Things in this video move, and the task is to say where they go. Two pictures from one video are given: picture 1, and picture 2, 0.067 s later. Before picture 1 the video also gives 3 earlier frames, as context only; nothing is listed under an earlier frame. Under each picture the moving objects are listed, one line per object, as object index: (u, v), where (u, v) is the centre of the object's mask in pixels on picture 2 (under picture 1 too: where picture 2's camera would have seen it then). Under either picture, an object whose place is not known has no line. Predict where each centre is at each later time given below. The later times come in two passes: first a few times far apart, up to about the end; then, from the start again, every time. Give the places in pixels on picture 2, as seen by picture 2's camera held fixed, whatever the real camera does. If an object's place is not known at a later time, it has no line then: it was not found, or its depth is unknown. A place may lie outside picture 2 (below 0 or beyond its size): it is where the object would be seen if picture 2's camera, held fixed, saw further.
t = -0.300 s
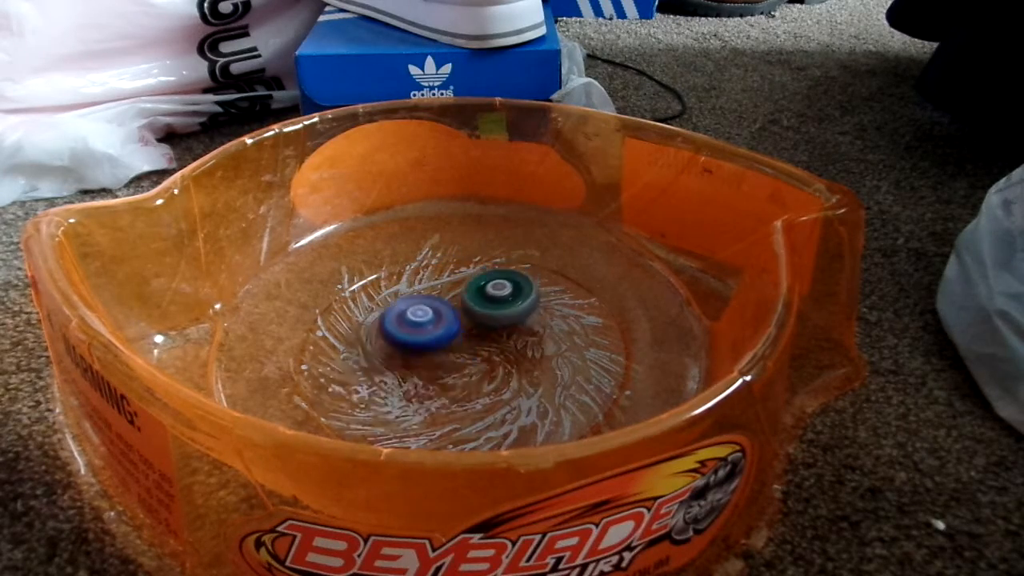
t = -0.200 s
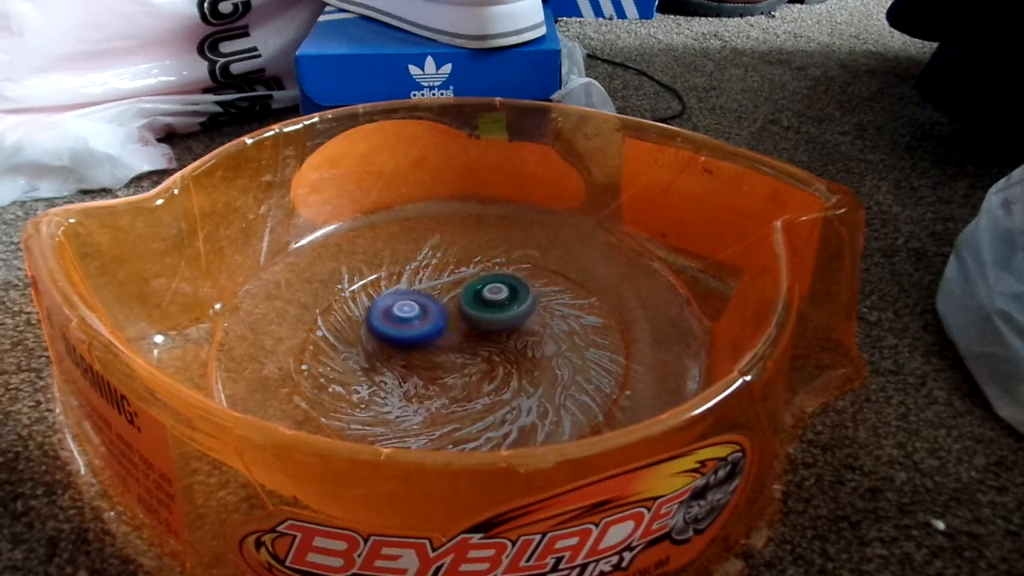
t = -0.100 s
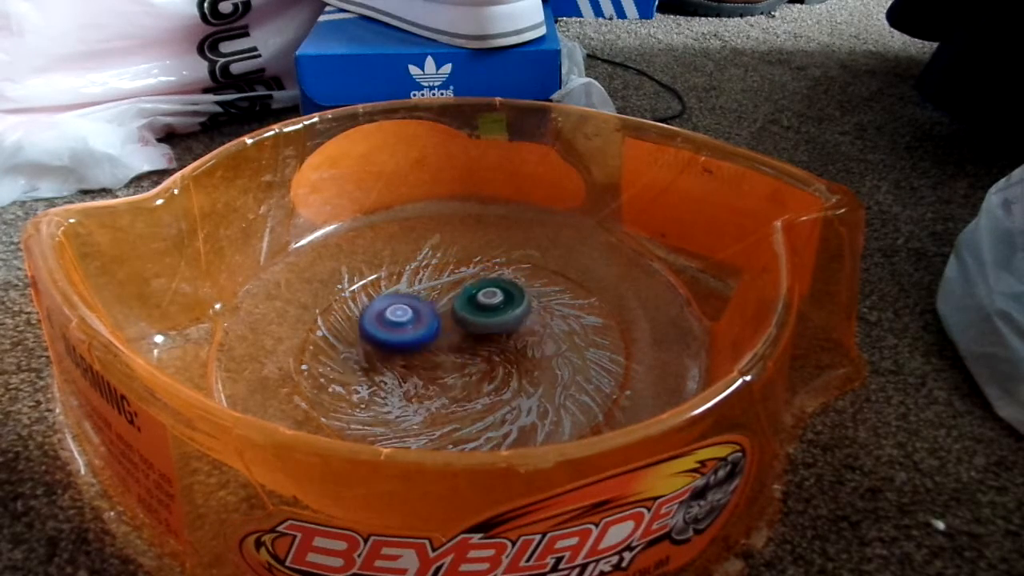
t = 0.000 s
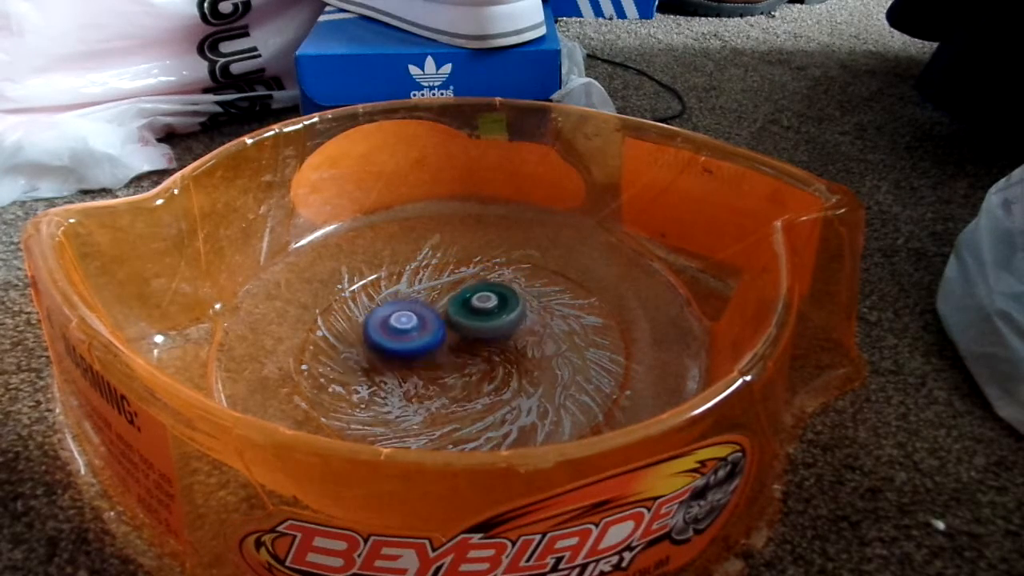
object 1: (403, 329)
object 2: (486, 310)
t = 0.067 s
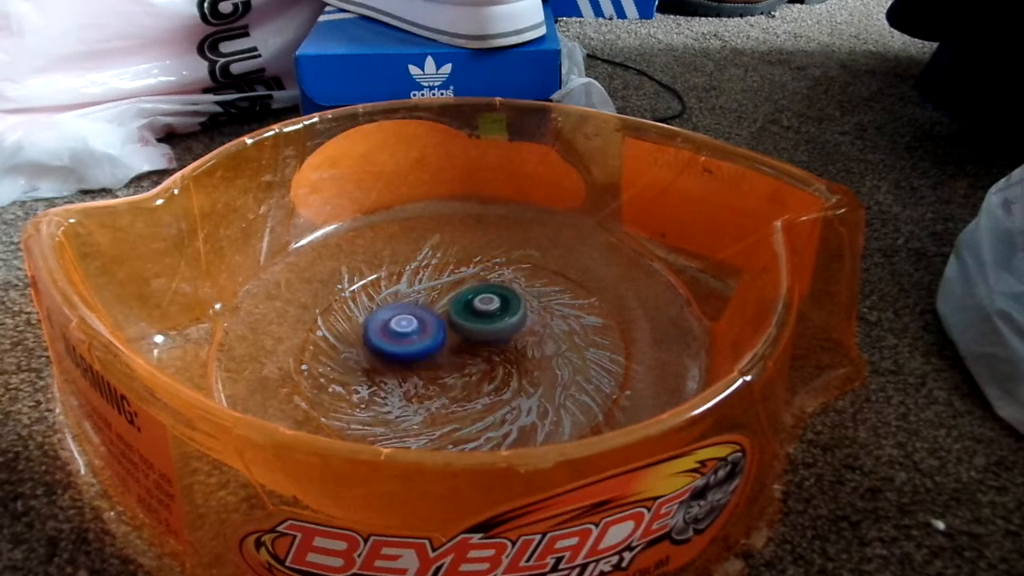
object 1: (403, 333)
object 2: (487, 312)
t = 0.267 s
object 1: (383, 353)
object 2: (514, 312)
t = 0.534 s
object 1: (432, 357)
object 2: (517, 316)
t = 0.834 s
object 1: (396, 365)
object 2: (546, 306)
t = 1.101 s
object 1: (422, 366)
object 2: (539, 309)
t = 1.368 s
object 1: (431, 331)
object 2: (530, 311)
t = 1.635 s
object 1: (384, 337)
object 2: (518, 311)
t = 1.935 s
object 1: (397, 355)
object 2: (534, 295)
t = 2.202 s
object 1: (376, 404)
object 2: (566, 272)
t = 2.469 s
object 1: (458, 351)
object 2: (557, 279)
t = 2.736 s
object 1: (414, 296)
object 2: (523, 297)
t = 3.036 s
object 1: (404, 331)
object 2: (477, 301)
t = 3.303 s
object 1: (446, 344)
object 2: (479, 285)
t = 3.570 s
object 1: (487, 335)
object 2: (495, 276)
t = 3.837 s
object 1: (510, 343)
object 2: (511, 280)
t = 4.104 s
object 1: (497, 355)
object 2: (511, 290)
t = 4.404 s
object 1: (479, 369)
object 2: (485, 300)
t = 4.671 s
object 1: (441, 359)
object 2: (458, 301)
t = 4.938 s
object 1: (408, 362)
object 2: (442, 297)
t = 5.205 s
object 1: (424, 357)
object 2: (442, 295)
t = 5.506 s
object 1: (444, 353)
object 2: (455, 294)
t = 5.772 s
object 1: (459, 358)
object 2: (466, 298)
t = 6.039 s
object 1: (479, 371)
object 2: (471, 300)
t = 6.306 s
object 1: (490, 359)
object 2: (472, 301)
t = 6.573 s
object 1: (479, 359)
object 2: (470, 299)
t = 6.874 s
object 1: (442, 372)
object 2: (475, 298)
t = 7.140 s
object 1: (443, 371)
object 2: (478, 304)
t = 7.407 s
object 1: (416, 358)
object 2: (479, 308)
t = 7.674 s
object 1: (414, 358)
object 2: (473, 312)
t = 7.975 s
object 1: (419, 358)
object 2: (478, 310)
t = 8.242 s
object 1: (415, 358)
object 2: (496, 308)
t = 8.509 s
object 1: (422, 360)
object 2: (502, 314)
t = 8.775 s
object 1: (414, 352)
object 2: (513, 315)
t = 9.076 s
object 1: (397, 357)
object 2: (517, 316)
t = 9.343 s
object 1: (422, 338)
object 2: (507, 317)
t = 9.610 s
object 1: (395, 321)
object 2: (537, 317)
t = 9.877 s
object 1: (414, 318)
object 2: (529, 319)
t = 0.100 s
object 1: (405, 334)
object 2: (487, 313)
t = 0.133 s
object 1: (398, 336)
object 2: (497, 313)
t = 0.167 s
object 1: (390, 340)
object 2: (506, 312)
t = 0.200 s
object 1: (385, 344)
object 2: (511, 312)
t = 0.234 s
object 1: (382, 349)
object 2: (513, 312)
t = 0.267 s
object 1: (383, 353)
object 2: (514, 312)
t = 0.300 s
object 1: (384, 356)
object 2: (515, 312)
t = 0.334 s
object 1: (389, 360)
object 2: (516, 313)
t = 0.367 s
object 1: (396, 362)
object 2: (516, 313)
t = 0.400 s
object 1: (403, 364)
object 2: (516, 313)
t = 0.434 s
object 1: (410, 364)
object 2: (517, 313)
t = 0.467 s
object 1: (417, 363)
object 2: (517, 314)
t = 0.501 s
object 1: (424, 361)
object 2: (517, 315)
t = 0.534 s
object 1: (432, 357)
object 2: (517, 316)
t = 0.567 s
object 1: (439, 354)
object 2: (516, 317)
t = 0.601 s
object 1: (443, 351)
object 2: (516, 317)
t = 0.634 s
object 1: (432, 353)
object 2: (529, 314)
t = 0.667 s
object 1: (421, 354)
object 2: (539, 311)
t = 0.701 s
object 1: (413, 356)
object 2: (543, 309)
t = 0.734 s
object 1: (406, 358)
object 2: (544, 309)
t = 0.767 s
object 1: (401, 361)
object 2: (545, 308)
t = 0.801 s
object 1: (398, 363)
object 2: (546, 307)
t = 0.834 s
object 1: (396, 365)
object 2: (546, 306)
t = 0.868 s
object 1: (396, 366)
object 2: (547, 306)
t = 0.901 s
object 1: (397, 368)
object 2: (547, 306)
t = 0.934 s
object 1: (399, 369)
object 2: (547, 306)
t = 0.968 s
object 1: (402, 370)
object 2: (546, 306)
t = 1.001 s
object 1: (406, 370)
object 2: (545, 306)
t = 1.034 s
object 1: (411, 371)
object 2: (544, 306)
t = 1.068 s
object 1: (417, 369)
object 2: (542, 307)
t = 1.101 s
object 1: (422, 366)
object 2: (539, 309)
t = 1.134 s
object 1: (428, 364)
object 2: (537, 309)
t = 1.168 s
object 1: (432, 359)
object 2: (535, 310)
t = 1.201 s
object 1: (436, 354)
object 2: (532, 310)
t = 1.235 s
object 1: (440, 349)
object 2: (529, 311)
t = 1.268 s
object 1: (442, 344)
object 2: (525, 312)
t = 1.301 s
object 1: (444, 338)
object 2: (523, 313)
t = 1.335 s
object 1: (438, 334)
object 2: (525, 312)
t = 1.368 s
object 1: (431, 331)
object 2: (530, 311)
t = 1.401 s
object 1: (422, 327)
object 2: (530, 311)
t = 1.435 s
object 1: (414, 325)
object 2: (529, 310)
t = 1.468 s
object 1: (406, 324)
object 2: (527, 310)
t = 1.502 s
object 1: (399, 325)
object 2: (525, 311)
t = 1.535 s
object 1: (392, 326)
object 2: (524, 311)
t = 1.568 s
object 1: (387, 329)
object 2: (522, 310)
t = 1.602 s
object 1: (385, 332)
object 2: (520, 311)
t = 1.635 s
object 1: (384, 337)
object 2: (518, 311)
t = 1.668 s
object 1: (386, 340)
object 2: (516, 311)
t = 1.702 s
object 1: (390, 344)
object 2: (514, 311)
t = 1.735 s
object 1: (395, 346)
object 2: (512, 310)
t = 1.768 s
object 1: (403, 347)
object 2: (509, 310)
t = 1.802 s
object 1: (410, 348)
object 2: (506, 310)
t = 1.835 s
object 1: (419, 347)
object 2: (504, 311)
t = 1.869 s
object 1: (427, 346)
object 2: (501, 311)
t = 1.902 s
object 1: (423, 348)
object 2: (507, 306)
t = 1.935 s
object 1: (397, 355)
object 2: (534, 295)
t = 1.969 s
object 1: (380, 361)
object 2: (551, 289)
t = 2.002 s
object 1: (368, 367)
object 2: (560, 284)
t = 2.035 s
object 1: (361, 375)
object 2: (563, 281)
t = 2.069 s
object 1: (357, 381)
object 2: (564, 278)
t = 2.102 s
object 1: (358, 388)
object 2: (565, 276)
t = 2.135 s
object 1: (361, 394)
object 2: (566, 274)
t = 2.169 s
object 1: (368, 400)
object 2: (566, 273)
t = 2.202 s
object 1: (376, 404)
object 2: (566, 272)
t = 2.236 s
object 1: (388, 406)
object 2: (566, 272)
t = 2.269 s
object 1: (403, 404)
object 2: (567, 272)
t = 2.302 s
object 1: (416, 399)
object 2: (566, 272)
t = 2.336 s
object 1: (430, 391)
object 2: (565, 273)
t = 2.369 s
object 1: (442, 382)
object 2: (564, 274)
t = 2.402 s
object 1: (451, 373)
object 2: (562, 276)
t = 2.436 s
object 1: (457, 362)
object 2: (559, 278)
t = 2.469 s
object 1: (458, 351)
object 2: (557, 279)
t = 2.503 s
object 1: (458, 341)
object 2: (554, 280)
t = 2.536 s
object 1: (456, 331)
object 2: (550, 283)
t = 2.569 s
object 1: (453, 322)
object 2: (546, 285)
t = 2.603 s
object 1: (447, 314)
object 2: (543, 288)
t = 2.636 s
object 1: (441, 308)
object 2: (538, 290)
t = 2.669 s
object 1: (433, 302)
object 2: (533, 292)
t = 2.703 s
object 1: (424, 297)
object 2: (528, 294)
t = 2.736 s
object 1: (414, 296)
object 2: (523, 297)
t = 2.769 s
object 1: (405, 295)
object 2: (518, 298)
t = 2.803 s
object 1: (397, 295)
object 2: (512, 300)
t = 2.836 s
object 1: (391, 298)
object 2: (506, 301)
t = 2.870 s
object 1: (386, 303)
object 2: (500, 303)
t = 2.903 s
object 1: (385, 309)
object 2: (495, 303)
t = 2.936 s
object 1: (387, 315)
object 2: (489, 303)
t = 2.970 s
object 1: (392, 321)
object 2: (484, 304)
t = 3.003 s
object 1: (400, 326)
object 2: (478, 303)
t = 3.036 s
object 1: (404, 331)
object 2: (477, 301)
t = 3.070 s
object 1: (408, 334)
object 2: (478, 299)
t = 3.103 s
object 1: (416, 336)
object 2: (477, 298)
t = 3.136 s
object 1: (422, 340)
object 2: (477, 295)
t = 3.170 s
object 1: (426, 341)
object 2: (478, 293)
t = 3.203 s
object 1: (432, 343)
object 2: (477, 291)
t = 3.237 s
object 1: (436, 343)
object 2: (478, 289)
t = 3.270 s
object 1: (441, 344)
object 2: (479, 287)
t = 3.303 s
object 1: (446, 344)
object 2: (479, 285)
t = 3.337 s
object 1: (451, 344)
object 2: (480, 283)
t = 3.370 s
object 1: (457, 344)
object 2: (482, 281)
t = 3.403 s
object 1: (462, 343)
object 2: (483, 280)
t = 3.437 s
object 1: (469, 342)
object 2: (485, 280)
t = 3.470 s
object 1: (474, 340)
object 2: (487, 279)
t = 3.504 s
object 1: (479, 338)
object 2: (489, 278)
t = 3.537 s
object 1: (484, 335)
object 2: (492, 278)
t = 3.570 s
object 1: (487, 335)
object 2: (495, 276)
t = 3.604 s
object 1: (489, 340)
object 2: (499, 274)
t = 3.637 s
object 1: (493, 343)
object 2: (502, 273)
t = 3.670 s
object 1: (497, 344)
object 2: (504, 274)
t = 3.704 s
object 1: (501, 345)
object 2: (505, 275)
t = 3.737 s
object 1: (504, 344)
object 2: (508, 275)
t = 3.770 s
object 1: (506, 345)
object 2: (510, 276)
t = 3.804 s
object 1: (509, 344)
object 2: (510, 279)
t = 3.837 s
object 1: (510, 343)
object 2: (511, 280)
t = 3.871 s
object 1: (510, 342)
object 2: (512, 281)
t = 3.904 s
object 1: (510, 341)
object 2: (512, 283)
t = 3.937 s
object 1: (510, 341)
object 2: (513, 285)
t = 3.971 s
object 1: (508, 342)
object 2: (513, 285)
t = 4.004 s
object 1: (505, 346)
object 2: (515, 287)
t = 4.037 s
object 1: (503, 348)
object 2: (515, 288)
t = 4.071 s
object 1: (499, 351)
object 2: (513, 289)
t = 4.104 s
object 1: (497, 355)
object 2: (511, 290)
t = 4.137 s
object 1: (494, 358)
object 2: (510, 292)
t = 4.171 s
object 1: (492, 361)
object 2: (508, 292)
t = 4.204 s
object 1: (489, 364)
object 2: (505, 293)
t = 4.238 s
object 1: (487, 366)
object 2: (503, 295)
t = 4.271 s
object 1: (485, 368)
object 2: (499, 296)
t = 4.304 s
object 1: (483, 370)
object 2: (495, 297)
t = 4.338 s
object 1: (482, 370)
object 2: (493, 298)
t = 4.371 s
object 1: (481, 369)
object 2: (489, 299)
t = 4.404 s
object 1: (479, 369)
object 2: (485, 300)
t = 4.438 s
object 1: (477, 368)
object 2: (482, 301)
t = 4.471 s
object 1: (474, 367)
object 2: (478, 301)
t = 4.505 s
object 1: (470, 366)
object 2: (474, 302)
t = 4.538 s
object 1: (466, 364)
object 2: (471, 302)
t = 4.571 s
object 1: (460, 363)
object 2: (468, 302)
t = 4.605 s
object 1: (454, 361)
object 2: (464, 301)
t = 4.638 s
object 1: (447, 360)
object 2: (461, 301)
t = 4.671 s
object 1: (441, 359)
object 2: (458, 301)
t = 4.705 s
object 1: (434, 358)
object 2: (455, 300)
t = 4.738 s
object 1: (428, 359)
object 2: (452, 300)
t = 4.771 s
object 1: (423, 359)
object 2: (449, 299)
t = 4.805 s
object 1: (417, 360)
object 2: (448, 299)
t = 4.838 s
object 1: (413, 360)
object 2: (446, 298)
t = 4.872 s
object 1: (411, 361)
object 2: (445, 297)
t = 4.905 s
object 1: (409, 361)
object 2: (443, 297)
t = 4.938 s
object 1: (408, 362)
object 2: (442, 297)
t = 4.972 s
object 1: (408, 362)
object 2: (441, 296)
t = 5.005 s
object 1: (409, 362)
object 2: (441, 296)
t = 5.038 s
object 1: (410, 363)
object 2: (441, 296)
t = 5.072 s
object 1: (411, 362)
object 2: (440, 295)
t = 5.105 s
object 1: (414, 362)
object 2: (440, 295)
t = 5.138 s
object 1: (417, 361)
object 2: (441, 295)
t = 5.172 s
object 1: (420, 359)
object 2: (441, 295)
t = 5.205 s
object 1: (424, 357)
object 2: (442, 295)
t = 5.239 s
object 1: (427, 354)
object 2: (442, 295)
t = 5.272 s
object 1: (430, 353)
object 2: (443, 294)
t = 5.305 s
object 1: (431, 353)
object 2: (447, 293)
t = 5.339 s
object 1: (433, 354)
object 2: (449, 293)
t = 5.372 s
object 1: (435, 354)
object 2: (451, 293)
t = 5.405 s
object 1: (437, 354)
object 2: (452, 293)
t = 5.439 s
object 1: (440, 354)
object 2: (452, 293)
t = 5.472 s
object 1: (443, 354)
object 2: (454, 294)
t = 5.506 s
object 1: (444, 353)
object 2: (455, 294)
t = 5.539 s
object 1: (447, 353)
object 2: (457, 294)
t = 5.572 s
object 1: (448, 354)
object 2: (459, 295)
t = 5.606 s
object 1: (450, 354)
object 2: (461, 296)
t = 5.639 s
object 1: (453, 355)
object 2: (461, 297)
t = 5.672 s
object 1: (455, 355)
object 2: (462, 297)
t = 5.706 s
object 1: (456, 356)
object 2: (463, 297)
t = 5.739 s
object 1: (457, 356)
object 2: (465, 297)
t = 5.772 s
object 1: (459, 358)
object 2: (466, 298)
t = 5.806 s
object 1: (461, 358)
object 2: (466, 299)
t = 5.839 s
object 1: (462, 358)
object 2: (466, 299)
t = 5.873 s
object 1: (464, 360)
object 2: (468, 298)
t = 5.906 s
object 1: (464, 364)
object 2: (470, 298)
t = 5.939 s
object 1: (466, 366)
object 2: (471, 299)
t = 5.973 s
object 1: (469, 368)
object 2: (471, 299)
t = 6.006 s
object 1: (474, 370)
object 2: (471, 299)
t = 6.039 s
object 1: (479, 371)
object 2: (471, 300)
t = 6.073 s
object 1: (484, 370)
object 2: (471, 300)
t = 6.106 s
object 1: (486, 370)
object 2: (471, 300)
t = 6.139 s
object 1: (489, 368)
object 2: (471, 302)
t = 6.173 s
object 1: (490, 365)
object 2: (471, 302)
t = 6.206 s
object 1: (491, 363)
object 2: (471, 302)
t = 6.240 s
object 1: (491, 360)
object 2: (471, 302)
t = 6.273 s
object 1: (491, 359)
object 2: (471, 302)
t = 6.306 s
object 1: (490, 359)
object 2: (472, 301)
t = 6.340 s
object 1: (490, 360)
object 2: (472, 300)
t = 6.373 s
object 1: (489, 360)
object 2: (471, 300)
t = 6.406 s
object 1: (488, 360)
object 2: (471, 300)
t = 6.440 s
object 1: (487, 361)
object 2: (471, 299)
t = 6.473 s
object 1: (485, 361)
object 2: (470, 300)
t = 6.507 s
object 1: (484, 361)
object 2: (470, 299)
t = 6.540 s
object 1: (482, 360)
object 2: (470, 299)
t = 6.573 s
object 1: (479, 359)
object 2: (470, 299)
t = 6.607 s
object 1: (477, 358)
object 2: (470, 299)
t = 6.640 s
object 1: (473, 357)
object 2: (470, 299)
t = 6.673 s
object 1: (469, 356)
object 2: (470, 298)
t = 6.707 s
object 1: (465, 356)
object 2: (470, 299)
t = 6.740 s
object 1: (457, 359)
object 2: (472, 298)
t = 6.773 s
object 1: (452, 363)
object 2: (474, 298)
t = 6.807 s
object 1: (449, 366)
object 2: (475, 298)
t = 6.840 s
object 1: (445, 369)
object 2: (475, 298)
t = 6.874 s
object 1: (442, 372)
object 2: (475, 298)
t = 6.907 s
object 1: (441, 374)
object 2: (475, 298)
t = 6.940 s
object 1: (441, 375)
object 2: (476, 299)
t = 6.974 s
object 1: (441, 376)
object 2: (476, 299)
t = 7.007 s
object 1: (441, 376)
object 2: (477, 300)
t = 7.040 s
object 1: (442, 375)
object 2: (477, 300)
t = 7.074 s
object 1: (442, 375)
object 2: (478, 301)
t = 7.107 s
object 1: (443, 373)
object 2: (478, 302)
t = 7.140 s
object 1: (443, 371)
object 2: (478, 304)
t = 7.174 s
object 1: (442, 368)
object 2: (479, 305)
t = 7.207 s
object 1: (441, 364)
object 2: (478, 306)
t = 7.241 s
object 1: (440, 361)
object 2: (478, 307)
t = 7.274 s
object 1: (436, 359)
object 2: (478, 307)
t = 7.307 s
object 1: (430, 358)
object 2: (480, 307)
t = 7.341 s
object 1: (426, 358)
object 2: (481, 307)
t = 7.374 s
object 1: (422, 358)
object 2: (480, 308)
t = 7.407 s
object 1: (416, 358)
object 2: (479, 308)
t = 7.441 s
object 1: (413, 359)
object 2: (479, 309)
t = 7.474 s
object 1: (410, 359)
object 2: (478, 309)
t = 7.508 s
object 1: (409, 360)
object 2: (478, 309)
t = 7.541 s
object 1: (409, 360)
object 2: (478, 309)
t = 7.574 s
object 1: (409, 360)
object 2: (477, 310)
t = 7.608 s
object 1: (410, 360)
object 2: (476, 311)
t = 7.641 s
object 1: (412, 359)
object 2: (474, 311)
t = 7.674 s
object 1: (414, 358)
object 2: (473, 312)
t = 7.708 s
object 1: (416, 357)
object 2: (473, 312)
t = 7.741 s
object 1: (418, 357)
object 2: (474, 312)
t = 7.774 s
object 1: (417, 357)
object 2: (475, 312)
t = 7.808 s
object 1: (415, 357)
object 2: (476, 311)
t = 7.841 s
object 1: (415, 358)
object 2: (476, 311)
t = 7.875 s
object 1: (415, 358)
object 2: (476, 311)
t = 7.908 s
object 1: (416, 358)
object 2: (477, 310)
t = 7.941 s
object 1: (417, 358)
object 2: (477, 310)
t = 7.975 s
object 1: (419, 358)
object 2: (478, 310)
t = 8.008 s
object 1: (420, 356)
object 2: (479, 310)
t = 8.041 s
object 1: (424, 356)
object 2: (480, 310)
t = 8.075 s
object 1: (426, 355)
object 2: (481, 310)
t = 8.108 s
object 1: (426, 354)
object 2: (483, 310)
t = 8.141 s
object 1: (424, 354)
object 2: (487, 310)
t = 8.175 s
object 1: (420, 356)
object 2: (492, 309)
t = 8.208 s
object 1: (417, 357)
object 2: (495, 308)
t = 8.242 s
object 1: (415, 358)
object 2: (496, 308)
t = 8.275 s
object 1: (414, 359)
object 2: (497, 308)
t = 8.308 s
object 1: (413, 361)
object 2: (498, 308)
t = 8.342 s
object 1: (413, 361)
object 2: (500, 309)
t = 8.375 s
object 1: (414, 361)
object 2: (500, 309)
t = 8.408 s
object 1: (415, 361)
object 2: (501, 311)
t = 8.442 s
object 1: (417, 361)
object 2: (501, 311)
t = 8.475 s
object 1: (420, 361)
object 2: (502, 312)
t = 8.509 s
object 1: (422, 360)
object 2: (502, 314)
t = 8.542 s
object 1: (425, 358)
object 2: (501, 315)
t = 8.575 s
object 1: (429, 356)
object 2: (500, 316)
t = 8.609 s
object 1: (431, 354)
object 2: (500, 317)
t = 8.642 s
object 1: (431, 353)
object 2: (503, 316)
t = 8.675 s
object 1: (429, 351)
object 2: (503, 317)
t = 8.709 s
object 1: (429, 351)
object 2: (503, 318)
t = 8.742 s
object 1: (421, 351)
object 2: (508, 317)
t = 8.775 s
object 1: (414, 352)
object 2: (513, 315)
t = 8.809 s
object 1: (409, 352)
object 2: (516, 315)
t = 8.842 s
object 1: (405, 353)
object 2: (516, 315)
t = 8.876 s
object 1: (401, 354)
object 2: (516, 315)
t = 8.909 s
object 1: (397, 355)
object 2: (517, 314)
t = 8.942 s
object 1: (395, 356)
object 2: (517, 315)
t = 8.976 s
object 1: (395, 356)
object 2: (517, 315)
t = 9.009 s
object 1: (394, 357)
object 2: (517, 315)
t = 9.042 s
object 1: (395, 357)
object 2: (517, 315)
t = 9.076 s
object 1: (397, 357)
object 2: (517, 316)
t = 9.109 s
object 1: (399, 357)
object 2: (516, 316)
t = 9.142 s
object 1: (403, 355)
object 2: (516, 316)
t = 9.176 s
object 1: (407, 353)
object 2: (515, 317)
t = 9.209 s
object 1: (409, 351)
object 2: (514, 317)
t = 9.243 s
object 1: (413, 348)
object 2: (512, 317)
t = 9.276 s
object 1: (416, 345)
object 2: (511, 317)
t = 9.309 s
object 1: (419, 342)
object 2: (509, 317)
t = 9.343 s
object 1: (422, 338)
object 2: (507, 317)
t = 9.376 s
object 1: (423, 336)
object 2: (508, 317)
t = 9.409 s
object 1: (411, 332)
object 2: (524, 317)
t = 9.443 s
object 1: (405, 329)
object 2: (530, 317)
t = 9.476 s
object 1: (402, 328)
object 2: (532, 316)
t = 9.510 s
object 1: (400, 326)
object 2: (534, 316)
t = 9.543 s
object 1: (397, 324)
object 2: (535, 316)
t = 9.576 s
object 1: (396, 323)
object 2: (536, 316)
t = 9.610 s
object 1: (395, 321)
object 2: (537, 317)
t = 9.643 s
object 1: (394, 321)
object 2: (537, 317)
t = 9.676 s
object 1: (395, 321)
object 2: (537, 318)
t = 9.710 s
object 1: (396, 321)
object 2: (537, 317)
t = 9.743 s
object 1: (399, 320)
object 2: (537, 319)
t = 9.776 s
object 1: (403, 319)
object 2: (536, 319)
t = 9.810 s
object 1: (407, 319)
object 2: (534, 320)
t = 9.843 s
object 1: (411, 319)
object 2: (532, 319)
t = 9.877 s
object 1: (414, 318)
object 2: (529, 319)
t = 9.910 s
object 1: (419, 318)
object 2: (528, 319)
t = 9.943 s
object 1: (425, 319)
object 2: (525, 319)
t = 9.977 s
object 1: (428, 319)
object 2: (523, 319)
